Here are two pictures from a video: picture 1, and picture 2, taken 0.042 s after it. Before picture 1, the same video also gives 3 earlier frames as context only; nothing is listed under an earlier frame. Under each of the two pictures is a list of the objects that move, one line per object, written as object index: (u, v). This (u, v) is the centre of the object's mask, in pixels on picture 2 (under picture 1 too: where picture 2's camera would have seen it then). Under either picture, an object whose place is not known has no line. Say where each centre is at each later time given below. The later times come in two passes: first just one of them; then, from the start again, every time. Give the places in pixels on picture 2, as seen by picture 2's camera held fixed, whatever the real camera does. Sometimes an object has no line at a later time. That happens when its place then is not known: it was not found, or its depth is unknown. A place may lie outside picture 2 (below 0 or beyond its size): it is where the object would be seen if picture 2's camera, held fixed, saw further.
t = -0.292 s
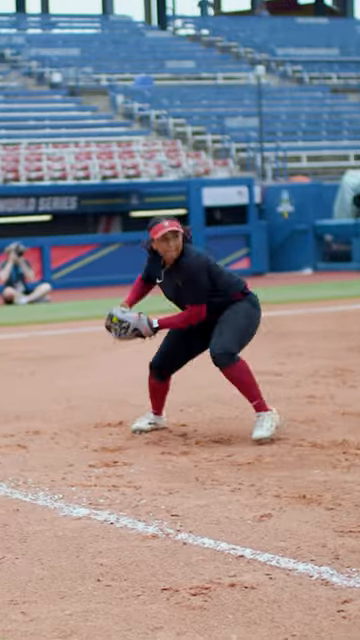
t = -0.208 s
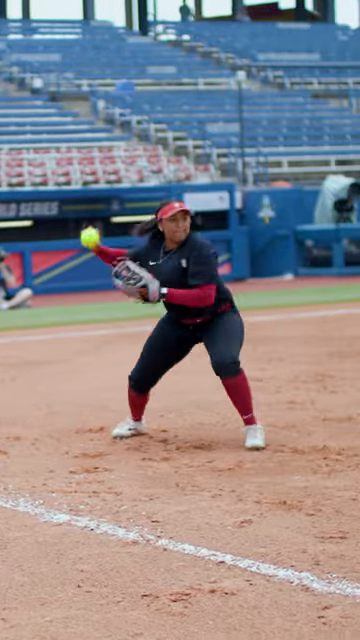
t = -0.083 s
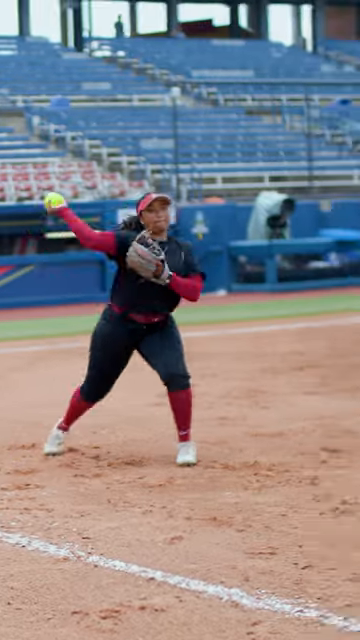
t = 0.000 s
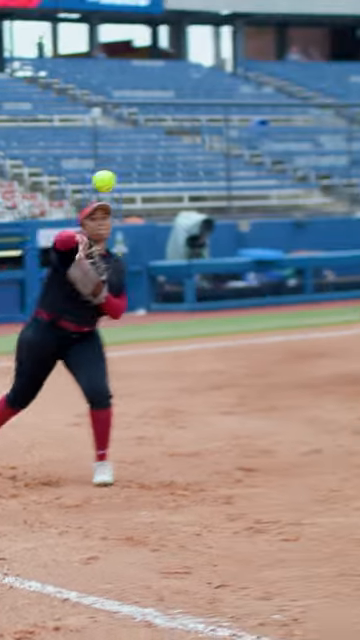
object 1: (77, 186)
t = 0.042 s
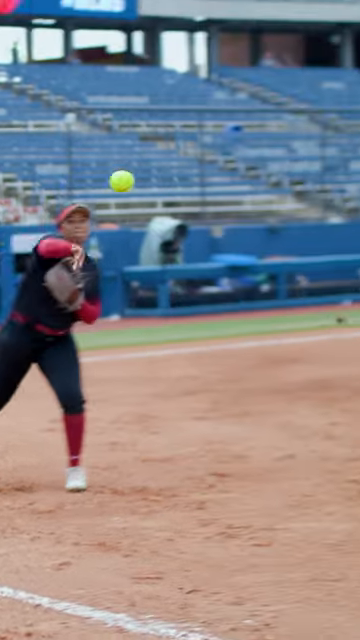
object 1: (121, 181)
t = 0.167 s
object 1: (270, 168)
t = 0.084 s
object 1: (168, 176)
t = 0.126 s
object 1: (218, 172)
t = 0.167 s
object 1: (270, 168)
